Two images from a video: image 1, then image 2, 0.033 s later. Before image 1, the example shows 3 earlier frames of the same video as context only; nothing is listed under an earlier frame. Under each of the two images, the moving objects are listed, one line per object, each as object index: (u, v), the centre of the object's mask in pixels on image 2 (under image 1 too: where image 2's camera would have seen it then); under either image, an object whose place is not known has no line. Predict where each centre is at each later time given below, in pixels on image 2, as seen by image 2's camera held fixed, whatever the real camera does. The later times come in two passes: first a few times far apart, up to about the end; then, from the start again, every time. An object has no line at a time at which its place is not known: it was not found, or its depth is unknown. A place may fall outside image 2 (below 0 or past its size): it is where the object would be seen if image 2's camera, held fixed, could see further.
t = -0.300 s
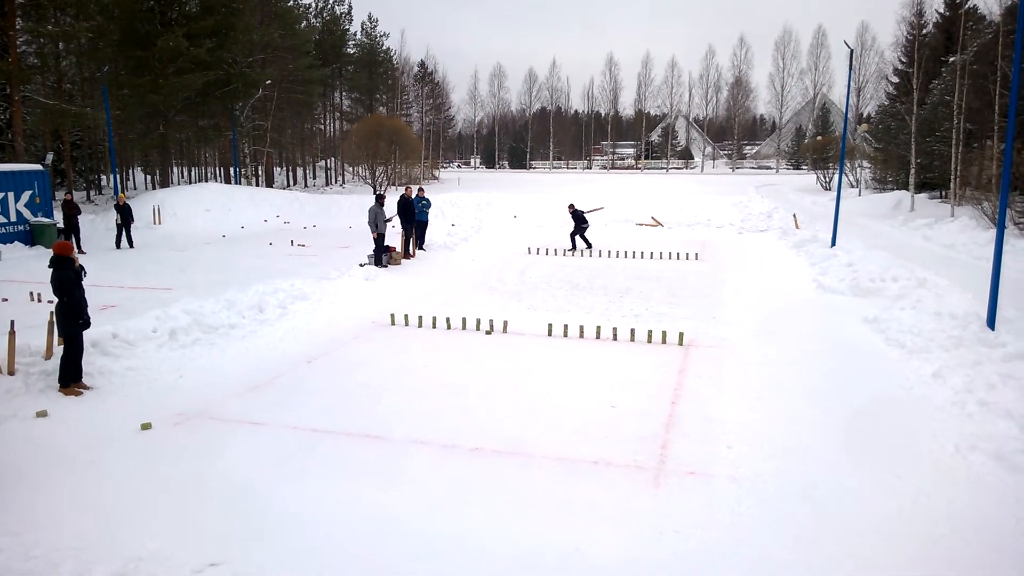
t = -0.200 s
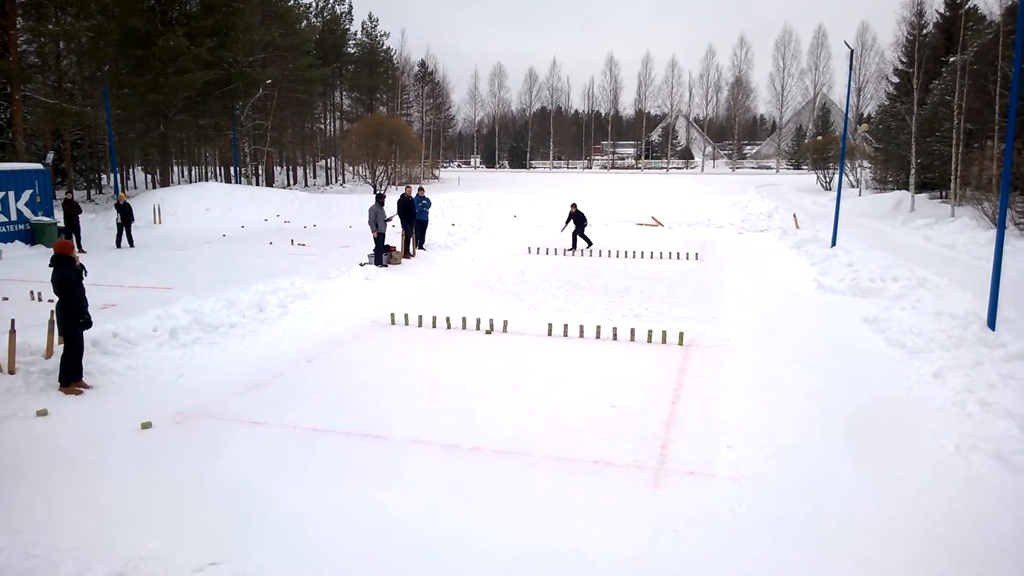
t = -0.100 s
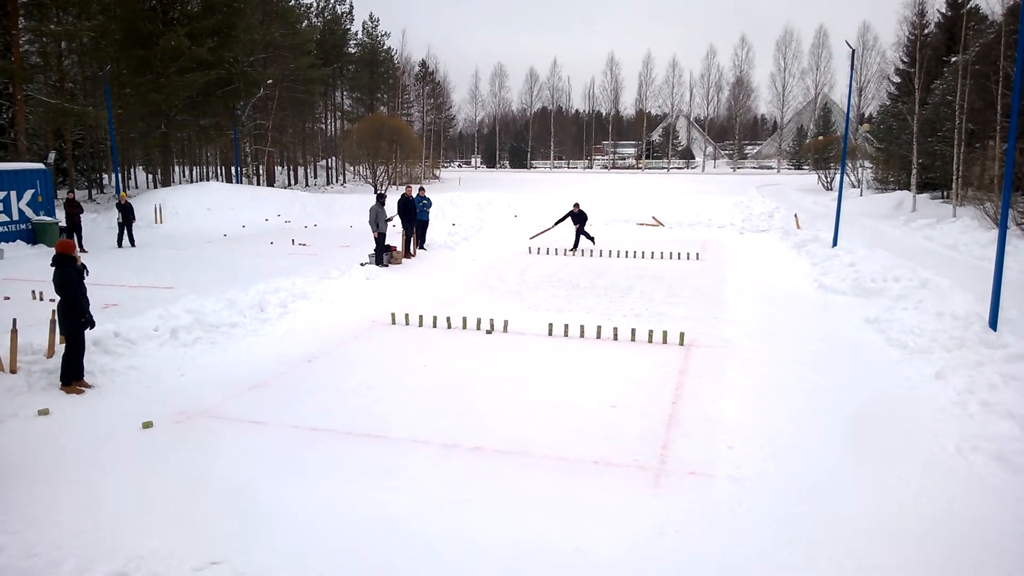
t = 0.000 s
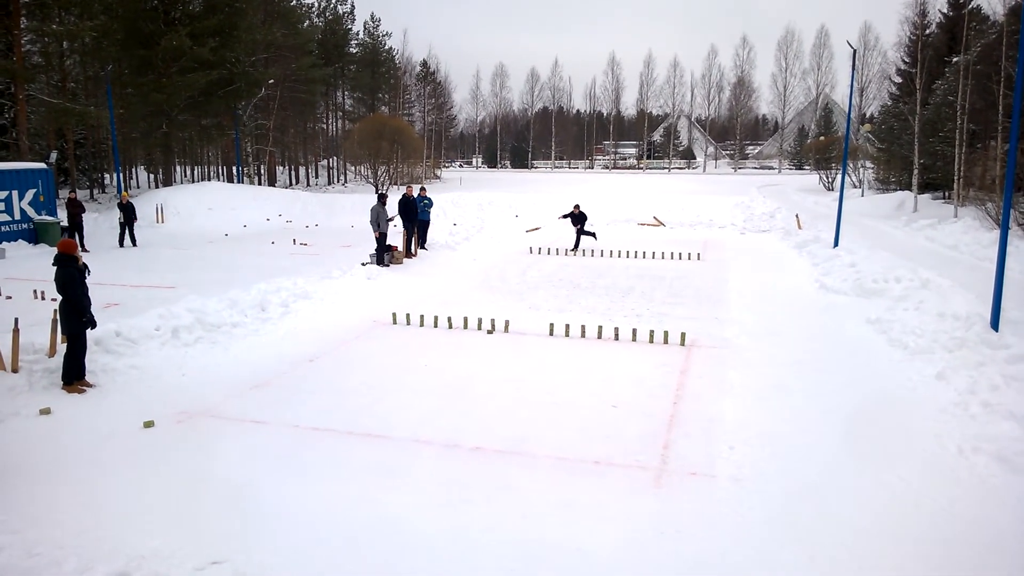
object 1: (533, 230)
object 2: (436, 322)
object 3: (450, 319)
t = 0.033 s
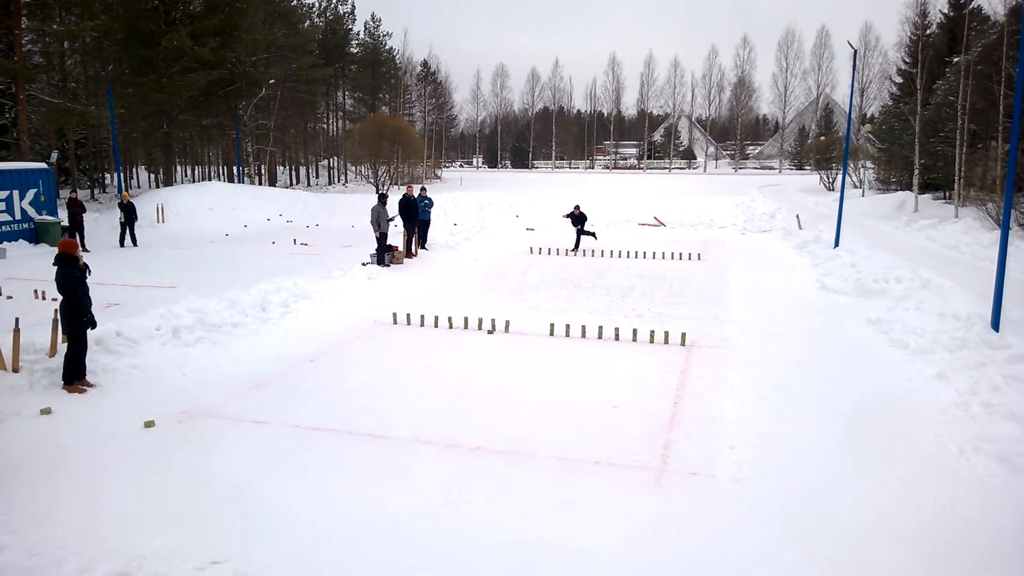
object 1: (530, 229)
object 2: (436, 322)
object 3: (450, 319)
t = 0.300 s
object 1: (498, 243)
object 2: (437, 322)
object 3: (450, 319)
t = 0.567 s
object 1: (453, 300)
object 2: (438, 322)
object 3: (452, 319)
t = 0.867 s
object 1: (374, 350)
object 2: (460, 337)
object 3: (460, 328)
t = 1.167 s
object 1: (254, 405)
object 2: (491, 374)
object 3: (475, 360)
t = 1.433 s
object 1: (97, 472)
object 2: (525, 412)
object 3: (483, 377)
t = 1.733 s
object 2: (573, 454)
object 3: (487, 392)
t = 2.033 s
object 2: (631, 521)
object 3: (493, 403)
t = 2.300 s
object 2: (696, 582)
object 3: (498, 413)
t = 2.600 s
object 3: (506, 421)
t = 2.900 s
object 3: (511, 428)
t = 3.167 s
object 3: (515, 433)
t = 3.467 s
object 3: (517, 437)
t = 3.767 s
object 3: (518, 438)
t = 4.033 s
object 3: (518, 439)
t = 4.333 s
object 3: (518, 439)
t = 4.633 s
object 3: (518, 438)
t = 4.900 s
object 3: (517, 439)
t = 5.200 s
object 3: (516, 439)
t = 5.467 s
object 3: (515, 438)
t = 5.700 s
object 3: (513, 438)
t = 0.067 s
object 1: (527, 229)
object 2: (436, 322)
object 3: (450, 319)
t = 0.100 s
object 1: (523, 230)
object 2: (436, 322)
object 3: (450, 319)
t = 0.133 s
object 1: (519, 231)
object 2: (436, 322)
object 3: (450, 319)
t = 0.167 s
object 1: (515, 232)
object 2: (436, 322)
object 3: (450, 319)
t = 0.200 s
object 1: (511, 234)
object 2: (436, 322)
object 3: (450, 319)
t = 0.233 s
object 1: (507, 236)
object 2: (436, 322)
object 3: (450, 319)
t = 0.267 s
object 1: (503, 239)
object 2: (436, 322)
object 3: (450, 319)
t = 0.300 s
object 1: (498, 243)
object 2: (437, 322)
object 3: (450, 319)
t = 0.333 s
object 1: (493, 247)
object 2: (436, 322)
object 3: (450, 319)
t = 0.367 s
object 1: (489, 252)
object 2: (436, 322)
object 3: (450, 319)
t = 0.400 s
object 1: (483, 257)
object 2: (437, 322)
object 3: (450, 319)
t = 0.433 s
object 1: (478, 264)
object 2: (437, 322)
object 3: (451, 319)
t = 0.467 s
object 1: (472, 271)
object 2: (437, 322)
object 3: (451, 320)
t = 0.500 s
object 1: (466, 280)
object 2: (437, 322)
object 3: (451, 319)
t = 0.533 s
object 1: (460, 289)
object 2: (438, 322)
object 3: (451, 319)
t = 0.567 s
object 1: (453, 300)
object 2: (438, 322)
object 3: (452, 319)
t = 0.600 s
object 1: (447, 309)
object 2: (438, 322)
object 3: (452, 319)
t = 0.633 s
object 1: (434, 318)
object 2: (438, 322)
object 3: (452, 319)
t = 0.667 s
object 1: (430, 324)
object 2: (439, 323)
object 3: (452, 319)
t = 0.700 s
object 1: (425, 326)
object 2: (442, 327)
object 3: (453, 320)
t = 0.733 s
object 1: (414, 329)
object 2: (446, 329)
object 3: (454, 320)
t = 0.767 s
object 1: (405, 332)
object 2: (448, 330)
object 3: (456, 322)
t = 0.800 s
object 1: (395, 338)
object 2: (453, 331)
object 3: (456, 325)
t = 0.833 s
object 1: (384, 343)
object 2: (456, 331)
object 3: (458, 327)
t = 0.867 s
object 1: (374, 350)
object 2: (460, 337)
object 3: (460, 328)
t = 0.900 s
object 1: (362, 357)
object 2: (464, 343)
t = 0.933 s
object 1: (351, 362)
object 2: (467, 350)
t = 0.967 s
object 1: (338, 367)
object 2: (470, 352)
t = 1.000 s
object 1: (326, 373)
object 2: (473, 355)
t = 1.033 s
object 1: (312, 379)
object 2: (477, 359)
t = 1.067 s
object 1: (298, 386)
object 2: (481, 364)
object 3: (471, 350)
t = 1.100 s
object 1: (284, 392)
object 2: (484, 369)
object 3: (473, 356)
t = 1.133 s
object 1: (270, 399)
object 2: (488, 372)
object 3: (474, 357)
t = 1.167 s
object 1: (254, 405)
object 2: (491, 374)
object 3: (475, 360)
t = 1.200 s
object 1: (237, 412)
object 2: (495, 378)
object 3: (477, 362)
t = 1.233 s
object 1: (220, 419)
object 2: (498, 384)
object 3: (478, 363)
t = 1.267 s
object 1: (202, 427)
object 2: (502, 389)
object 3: (479, 364)
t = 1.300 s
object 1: (184, 436)
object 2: (507, 392)
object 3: (480, 366)
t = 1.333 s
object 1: (164, 444)
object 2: (511, 395)
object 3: (481, 369)
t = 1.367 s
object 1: (143, 453)
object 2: (516, 398)
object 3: (482, 373)
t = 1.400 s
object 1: (120, 462)
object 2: (520, 405)
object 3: (483, 375)
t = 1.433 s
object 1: (97, 472)
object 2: (525, 412)
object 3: (483, 377)
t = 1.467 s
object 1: (73, 481)
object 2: (530, 417)
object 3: (484, 379)
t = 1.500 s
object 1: (47, 492)
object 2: (536, 420)
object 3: (484, 381)
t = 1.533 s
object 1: (30, 498)
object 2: (540, 425)
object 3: (485, 382)
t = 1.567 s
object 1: (16, 502)
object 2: (546, 431)
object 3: (485, 384)
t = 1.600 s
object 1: (3, 507)
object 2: (552, 438)
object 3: (485, 386)
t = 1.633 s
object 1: (-10, 510)
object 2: (557, 447)
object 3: (486, 387)
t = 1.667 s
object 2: (563, 448)
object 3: (486, 389)
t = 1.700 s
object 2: (568, 451)
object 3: (486, 390)
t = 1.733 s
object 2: (573, 454)
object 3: (487, 392)
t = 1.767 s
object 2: (579, 459)
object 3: (488, 393)
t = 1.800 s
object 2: (585, 466)
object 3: (489, 394)
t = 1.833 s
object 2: (592, 474)
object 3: (489, 395)
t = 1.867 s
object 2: (598, 483)
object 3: (490, 397)
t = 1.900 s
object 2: (604, 494)
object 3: (490, 398)
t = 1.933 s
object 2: (610, 501)
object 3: (491, 399)
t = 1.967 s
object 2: (617, 506)
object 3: (492, 400)
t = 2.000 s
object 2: (624, 513)
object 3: (492, 402)
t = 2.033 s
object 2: (631, 521)
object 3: (493, 403)
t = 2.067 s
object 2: (638, 529)
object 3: (494, 404)
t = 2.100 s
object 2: (645, 537)
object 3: (494, 405)
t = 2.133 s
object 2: (653, 545)
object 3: (495, 406)
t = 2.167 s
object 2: (661, 551)
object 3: (495, 408)
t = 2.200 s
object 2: (670, 558)
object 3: (496, 409)
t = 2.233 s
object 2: (678, 568)
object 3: (496, 410)
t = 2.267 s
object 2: (688, 578)
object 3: (497, 411)
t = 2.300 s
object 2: (696, 582)
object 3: (498, 413)
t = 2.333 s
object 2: (706, 585)
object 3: (499, 413)
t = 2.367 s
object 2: (712, 586)
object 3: (499, 415)
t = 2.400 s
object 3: (501, 416)
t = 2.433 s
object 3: (502, 417)
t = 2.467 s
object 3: (503, 418)
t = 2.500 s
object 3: (503, 419)
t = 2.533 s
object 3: (504, 419)
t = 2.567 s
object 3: (505, 420)
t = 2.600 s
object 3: (506, 421)
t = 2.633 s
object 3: (507, 422)
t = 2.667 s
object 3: (508, 423)
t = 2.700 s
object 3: (508, 424)
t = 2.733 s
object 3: (509, 425)
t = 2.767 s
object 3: (509, 425)
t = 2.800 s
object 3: (510, 426)
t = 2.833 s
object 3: (510, 427)
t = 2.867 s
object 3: (511, 428)
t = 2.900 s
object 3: (511, 428)
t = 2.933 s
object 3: (512, 429)
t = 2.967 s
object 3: (512, 430)
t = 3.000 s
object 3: (513, 430)
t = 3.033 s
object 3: (513, 431)
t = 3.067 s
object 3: (514, 431)
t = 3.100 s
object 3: (514, 432)
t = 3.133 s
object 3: (515, 432)
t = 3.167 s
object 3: (515, 433)
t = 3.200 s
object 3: (515, 434)
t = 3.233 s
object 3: (515, 434)
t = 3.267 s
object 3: (516, 434)
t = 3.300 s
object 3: (516, 435)
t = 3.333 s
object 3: (516, 435)
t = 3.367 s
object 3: (516, 436)
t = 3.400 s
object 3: (516, 436)
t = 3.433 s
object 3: (516, 436)
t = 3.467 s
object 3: (517, 437)
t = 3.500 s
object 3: (517, 437)
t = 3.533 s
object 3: (517, 437)
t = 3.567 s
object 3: (517, 437)
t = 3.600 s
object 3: (517, 438)
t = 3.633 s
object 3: (517, 438)
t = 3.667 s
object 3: (517, 438)
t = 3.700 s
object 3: (518, 438)
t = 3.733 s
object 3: (517, 438)
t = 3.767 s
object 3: (518, 438)
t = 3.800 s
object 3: (518, 439)
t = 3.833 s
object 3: (518, 439)
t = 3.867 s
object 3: (518, 439)
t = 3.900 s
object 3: (518, 439)
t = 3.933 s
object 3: (518, 439)
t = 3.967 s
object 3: (518, 439)
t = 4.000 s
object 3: (518, 439)
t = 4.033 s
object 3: (518, 439)
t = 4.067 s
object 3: (518, 439)
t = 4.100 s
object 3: (518, 439)
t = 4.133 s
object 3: (518, 439)
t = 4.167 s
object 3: (518, 439)
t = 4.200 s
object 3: (518, 438)
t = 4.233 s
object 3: (518, 438)
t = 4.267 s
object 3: (518, 438)
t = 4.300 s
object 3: (518, 439)
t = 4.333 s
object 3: (518, 439)
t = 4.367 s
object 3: (518, 438)
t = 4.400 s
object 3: (518, 438)
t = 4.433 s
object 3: (518, 438)
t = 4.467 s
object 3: (517, 438)
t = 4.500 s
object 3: (518, 438)
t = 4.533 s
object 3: (518, 438)
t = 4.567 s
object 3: (518, 438)
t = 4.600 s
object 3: (518, 438)
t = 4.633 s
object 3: (518, 438)
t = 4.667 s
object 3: (518, 438)
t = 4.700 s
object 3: (518, 438)
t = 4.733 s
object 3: (518, 438)
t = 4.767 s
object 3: (517, 438)
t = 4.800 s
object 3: (517, 439)
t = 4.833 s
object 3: (517, 439)
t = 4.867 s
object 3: (517, 439)
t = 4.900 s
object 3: (517, 439)
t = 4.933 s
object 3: (517, 439)
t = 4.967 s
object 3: (517, 439)
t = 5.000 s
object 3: (517, 439)
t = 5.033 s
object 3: (517, 439)
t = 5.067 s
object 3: (516, 438)
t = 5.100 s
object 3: (516, 439)
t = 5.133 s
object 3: (516, 439)
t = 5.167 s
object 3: (516, 439)
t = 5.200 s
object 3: (516, 439)
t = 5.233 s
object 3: (516, 439)
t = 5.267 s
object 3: (516, 439)
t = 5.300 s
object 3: (515, 439)
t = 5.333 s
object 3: (515, 438)
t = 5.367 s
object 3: (516, 438)
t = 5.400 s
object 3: (516, 438)
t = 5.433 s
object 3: (515, 438)
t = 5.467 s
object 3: (515, 438)
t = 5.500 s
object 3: (514, 438)
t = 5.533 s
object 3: (514, 438)
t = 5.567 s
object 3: (514, 438)
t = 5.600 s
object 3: (514, 438)
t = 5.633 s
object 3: (513, 438)
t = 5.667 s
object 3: (513, 438)
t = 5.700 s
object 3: (513, 438)
